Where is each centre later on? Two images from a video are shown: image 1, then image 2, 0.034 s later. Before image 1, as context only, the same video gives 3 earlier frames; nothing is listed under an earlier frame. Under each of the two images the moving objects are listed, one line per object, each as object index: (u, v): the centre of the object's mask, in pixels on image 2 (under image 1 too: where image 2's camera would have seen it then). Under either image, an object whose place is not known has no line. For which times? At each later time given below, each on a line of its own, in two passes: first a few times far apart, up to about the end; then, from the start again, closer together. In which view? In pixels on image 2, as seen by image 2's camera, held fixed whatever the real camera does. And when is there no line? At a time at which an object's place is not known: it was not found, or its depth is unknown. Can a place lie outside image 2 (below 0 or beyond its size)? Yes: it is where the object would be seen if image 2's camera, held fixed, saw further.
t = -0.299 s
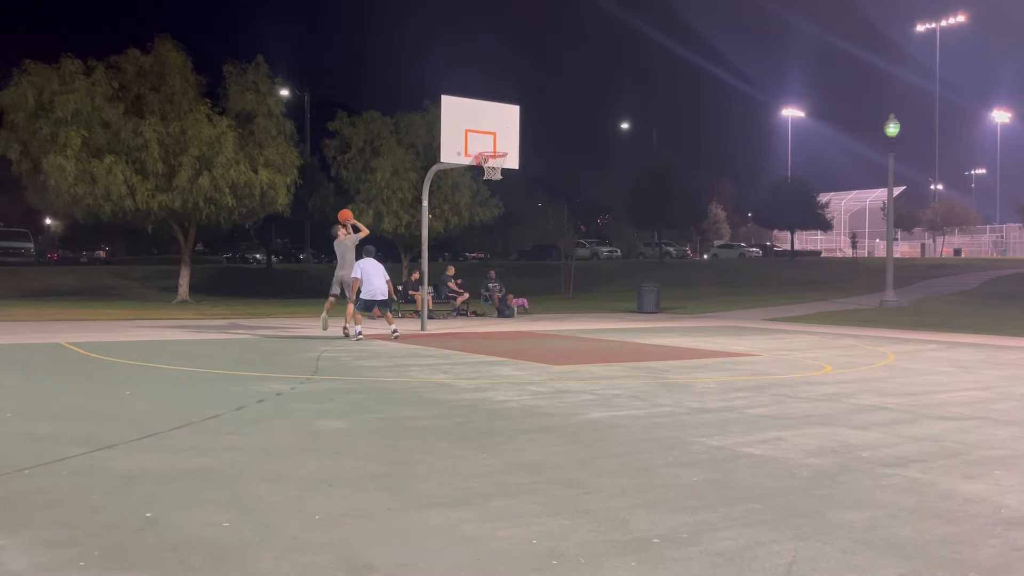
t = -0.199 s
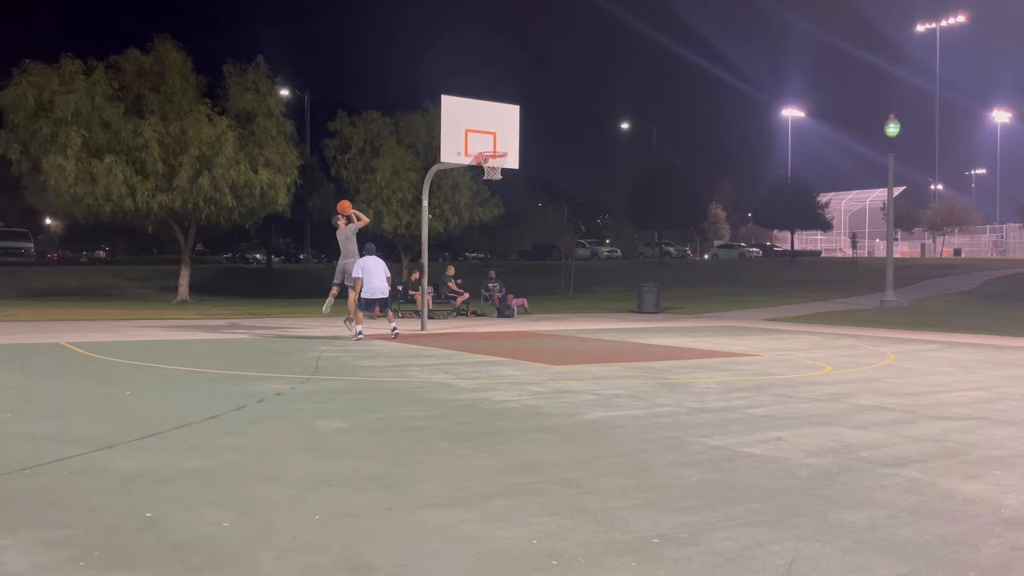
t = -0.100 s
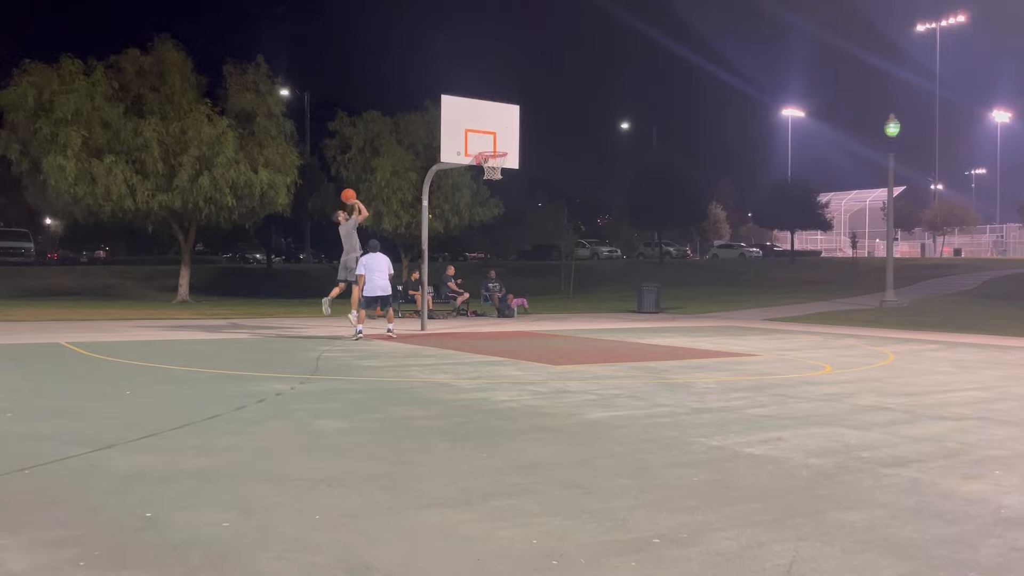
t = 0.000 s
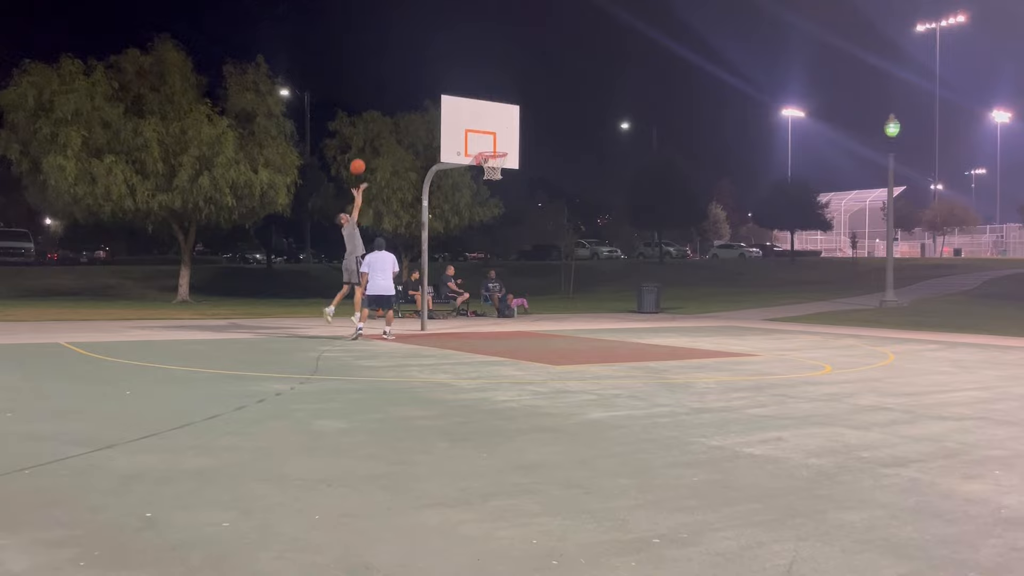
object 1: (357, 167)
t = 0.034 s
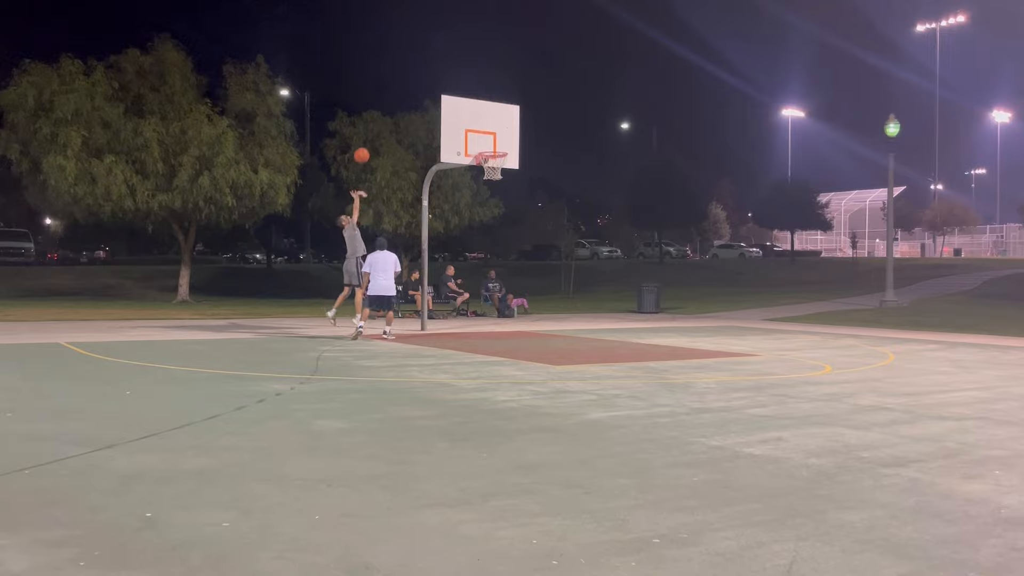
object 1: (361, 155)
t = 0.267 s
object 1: (390, 98)
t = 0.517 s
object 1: (422, 73)
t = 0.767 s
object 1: (453, 86)
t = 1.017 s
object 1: (485, 136)
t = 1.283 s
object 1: (492, 138)
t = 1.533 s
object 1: (474, 140)
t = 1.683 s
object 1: (470, 149)
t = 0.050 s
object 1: (364, 150)
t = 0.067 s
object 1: (366, 145)
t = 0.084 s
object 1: (367, 140)
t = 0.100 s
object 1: (369, 136)
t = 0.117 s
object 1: (372, 131)
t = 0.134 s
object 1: (374, 126)
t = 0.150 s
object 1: (376, 122)
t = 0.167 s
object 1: (378, 118)
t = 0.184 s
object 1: (380, 114)
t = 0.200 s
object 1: (382, 111)
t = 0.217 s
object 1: (384, 107)
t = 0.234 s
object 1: (386, 104)
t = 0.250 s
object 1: (388, 101)
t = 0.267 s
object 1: (390, 98)
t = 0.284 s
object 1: (392, 95)
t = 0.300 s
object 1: (394, 92)
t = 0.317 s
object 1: (397, 90)
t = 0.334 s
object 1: (399, 88)
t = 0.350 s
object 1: (401, 85)
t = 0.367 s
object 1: (403, 83)
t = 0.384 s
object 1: (405, 82)
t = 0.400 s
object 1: (407, 80)
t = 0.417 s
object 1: (409, 79)
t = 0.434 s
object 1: (411, 77)
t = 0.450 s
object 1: (413, 76)
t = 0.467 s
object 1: (415, 75)
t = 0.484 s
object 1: (417, 74)
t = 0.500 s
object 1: (420, 73)
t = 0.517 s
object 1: (422, 73)
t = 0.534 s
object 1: (424, 73)
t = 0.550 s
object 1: (426, 73)
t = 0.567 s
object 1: (428, 73)
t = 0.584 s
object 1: (430, 73)
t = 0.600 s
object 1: (432, 73)
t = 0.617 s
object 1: (434, 74)
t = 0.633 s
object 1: (436, 74)
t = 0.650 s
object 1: (439, 75)
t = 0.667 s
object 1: (441, 76)
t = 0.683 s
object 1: (443, 78)
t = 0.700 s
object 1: (445, 79)
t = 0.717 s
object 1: (447, 80)
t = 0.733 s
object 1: (449, 82)
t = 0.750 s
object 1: (451, 84)
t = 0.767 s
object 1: (453, 86)
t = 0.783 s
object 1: (456, 88)
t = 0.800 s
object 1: (458, 90)
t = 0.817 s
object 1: (460, 92)
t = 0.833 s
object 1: (462, 95)
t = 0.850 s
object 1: (464, 98)
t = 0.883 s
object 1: (468, 104)
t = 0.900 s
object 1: (470, 108)
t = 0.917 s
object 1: (472, 112)
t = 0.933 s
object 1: (474, 115)
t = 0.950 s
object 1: (476, 119)
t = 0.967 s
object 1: (478, 123)
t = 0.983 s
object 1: (480, 127)
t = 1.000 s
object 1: (483, 131)
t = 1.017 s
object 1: (485, 136)
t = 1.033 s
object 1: (487, 141)
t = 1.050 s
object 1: (488, 146)
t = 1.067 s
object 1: (490, 146)
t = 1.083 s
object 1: (492, 147)
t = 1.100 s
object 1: (494, 147)
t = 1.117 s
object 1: (495, 147)
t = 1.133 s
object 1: (497, 148)
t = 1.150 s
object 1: (499, 148)
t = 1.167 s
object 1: (501, 149)
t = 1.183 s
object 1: (500, 147)
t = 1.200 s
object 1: (499, 145)
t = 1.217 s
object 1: (497, 144)
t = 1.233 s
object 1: (496, 142)
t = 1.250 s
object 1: (495, 141)
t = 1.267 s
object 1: (493, 139)
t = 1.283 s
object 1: (492, 138)
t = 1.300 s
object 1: (491, 137)
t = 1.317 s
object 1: (489, 137)
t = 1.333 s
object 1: (488, 136)
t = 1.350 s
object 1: (487, 136)
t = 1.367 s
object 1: (486, 135)
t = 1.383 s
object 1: (485, 135)
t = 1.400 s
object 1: (483, 135)
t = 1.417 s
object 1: (482, 135)
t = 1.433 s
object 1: (481, 135)
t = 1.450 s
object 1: (480, 136)
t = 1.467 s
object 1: (478, 136)
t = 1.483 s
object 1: (477, 137)
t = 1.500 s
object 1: (476, 138)
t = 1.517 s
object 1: (474, 139)
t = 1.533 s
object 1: (474, 140)
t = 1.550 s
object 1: (474, 140)
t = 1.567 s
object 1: (474, 141)
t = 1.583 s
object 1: (473, 142)
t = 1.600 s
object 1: (473, 143)
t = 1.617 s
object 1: (473, 144)
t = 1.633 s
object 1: (473, 146)
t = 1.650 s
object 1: (472, 148)
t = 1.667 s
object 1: (471, 149)
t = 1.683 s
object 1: (470, 149)
